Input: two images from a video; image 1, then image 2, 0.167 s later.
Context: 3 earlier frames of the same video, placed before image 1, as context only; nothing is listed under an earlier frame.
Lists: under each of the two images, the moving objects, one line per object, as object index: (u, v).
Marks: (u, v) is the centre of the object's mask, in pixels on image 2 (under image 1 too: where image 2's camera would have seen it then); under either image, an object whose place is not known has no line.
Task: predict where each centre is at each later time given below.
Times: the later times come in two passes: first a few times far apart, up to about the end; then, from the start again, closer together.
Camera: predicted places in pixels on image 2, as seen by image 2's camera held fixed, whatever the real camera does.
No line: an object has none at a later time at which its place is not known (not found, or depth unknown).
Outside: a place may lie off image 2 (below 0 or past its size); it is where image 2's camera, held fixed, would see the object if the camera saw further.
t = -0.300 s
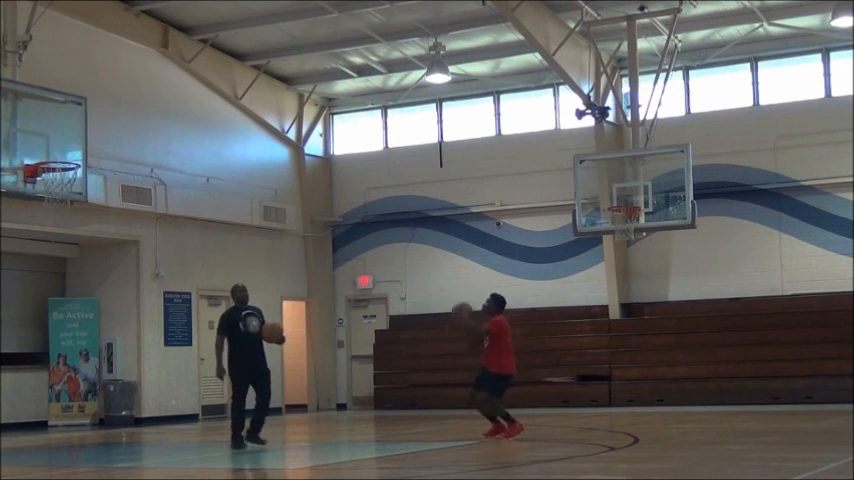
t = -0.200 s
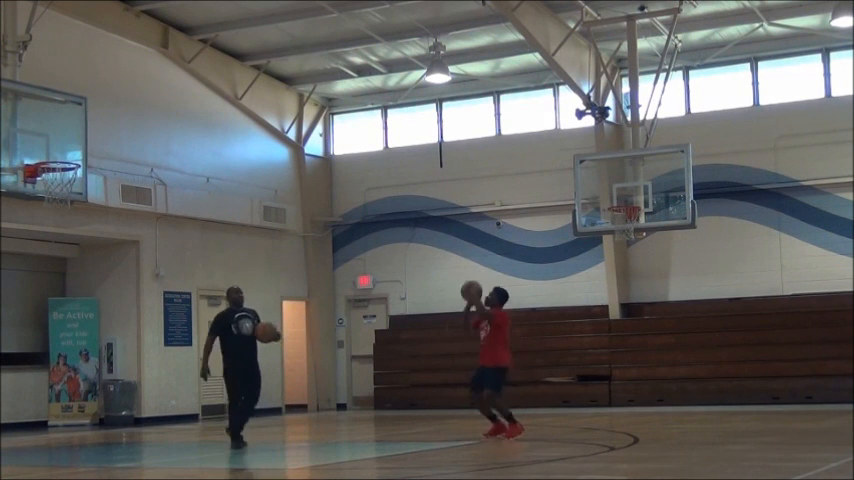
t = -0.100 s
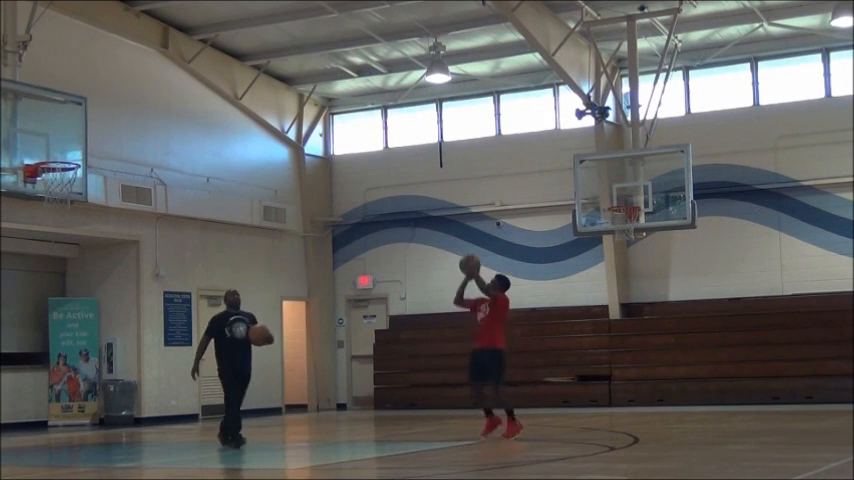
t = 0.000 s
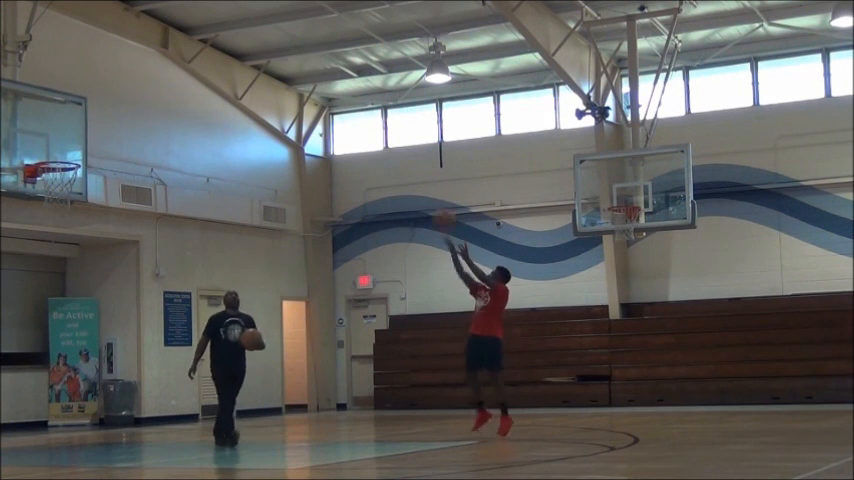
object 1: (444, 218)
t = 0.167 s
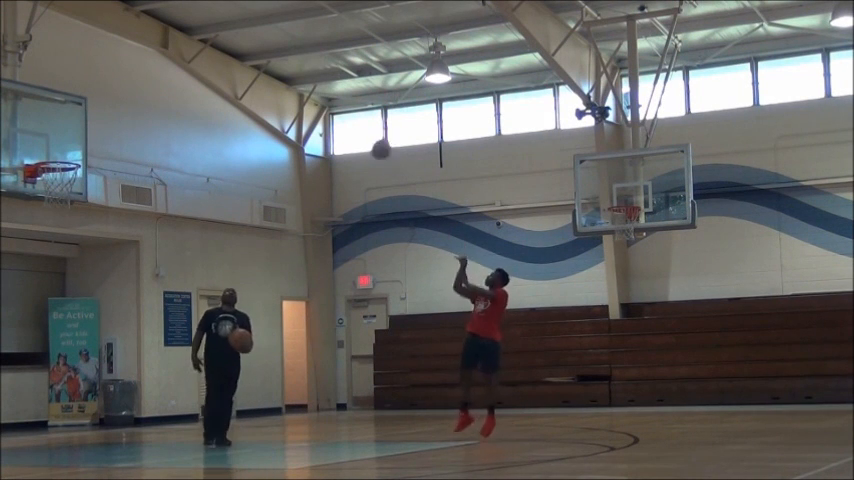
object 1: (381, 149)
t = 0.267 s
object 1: (343, 117)
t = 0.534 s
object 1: (245, 79)
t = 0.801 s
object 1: (150, 103)
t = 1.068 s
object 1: (88, 141)
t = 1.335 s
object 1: (110, 118)
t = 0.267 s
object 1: (343, 117)
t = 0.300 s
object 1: (330, 109)
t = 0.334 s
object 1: (318, 102)
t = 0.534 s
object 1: (245, 79)
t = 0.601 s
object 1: (221, 79)
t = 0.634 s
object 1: (209, 81)
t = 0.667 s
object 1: (197, 83)
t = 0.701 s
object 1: (185, 87)
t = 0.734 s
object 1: (173, 91)
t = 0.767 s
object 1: (161, 97)
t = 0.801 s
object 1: (150, 103)
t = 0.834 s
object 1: (138, 110)
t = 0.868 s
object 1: (126, 119)
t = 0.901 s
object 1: (114, 128)
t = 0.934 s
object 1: (102, 138)
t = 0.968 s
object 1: (90, 150)
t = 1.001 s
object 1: (83, 157)
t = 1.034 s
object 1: (86, 149)
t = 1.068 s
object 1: (88, 141)
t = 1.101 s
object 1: (91, 135)
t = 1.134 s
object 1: (94, 130)
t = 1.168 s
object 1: (96, 125)
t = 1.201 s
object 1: (99, 122)
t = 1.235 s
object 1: (102, 120)
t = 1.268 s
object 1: (105, 118)
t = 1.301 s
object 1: (107, 118)
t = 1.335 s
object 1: (110, 118)
